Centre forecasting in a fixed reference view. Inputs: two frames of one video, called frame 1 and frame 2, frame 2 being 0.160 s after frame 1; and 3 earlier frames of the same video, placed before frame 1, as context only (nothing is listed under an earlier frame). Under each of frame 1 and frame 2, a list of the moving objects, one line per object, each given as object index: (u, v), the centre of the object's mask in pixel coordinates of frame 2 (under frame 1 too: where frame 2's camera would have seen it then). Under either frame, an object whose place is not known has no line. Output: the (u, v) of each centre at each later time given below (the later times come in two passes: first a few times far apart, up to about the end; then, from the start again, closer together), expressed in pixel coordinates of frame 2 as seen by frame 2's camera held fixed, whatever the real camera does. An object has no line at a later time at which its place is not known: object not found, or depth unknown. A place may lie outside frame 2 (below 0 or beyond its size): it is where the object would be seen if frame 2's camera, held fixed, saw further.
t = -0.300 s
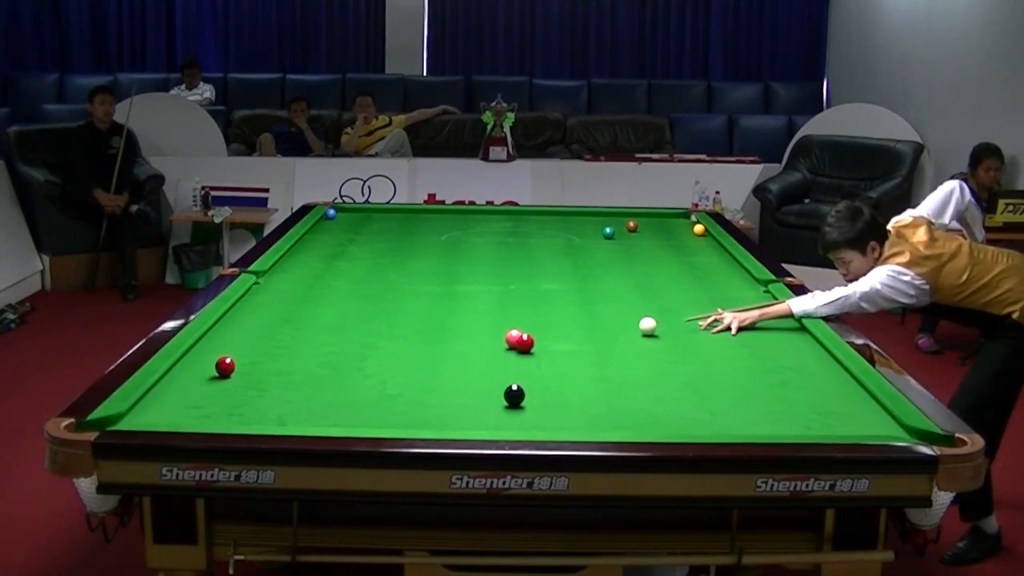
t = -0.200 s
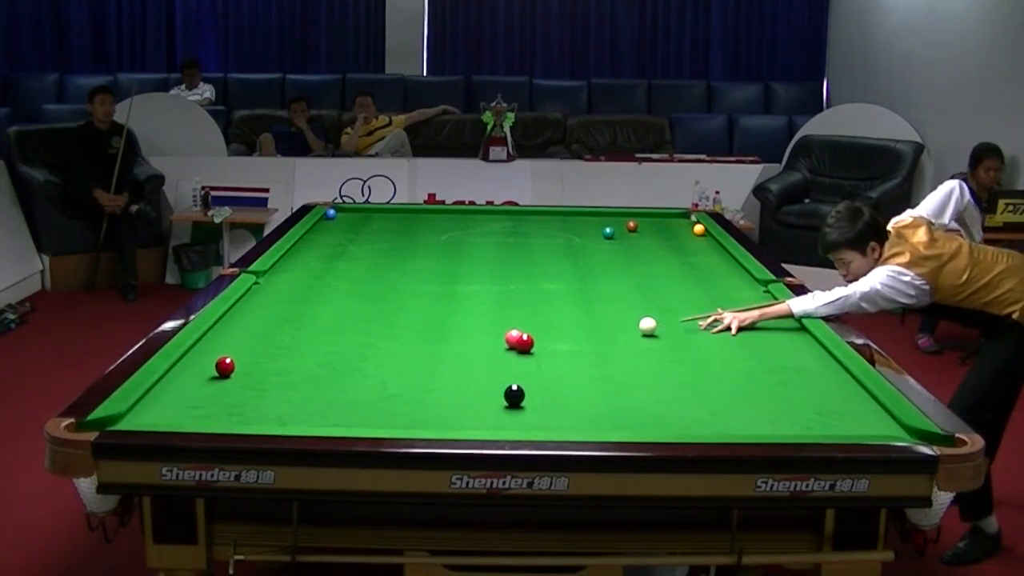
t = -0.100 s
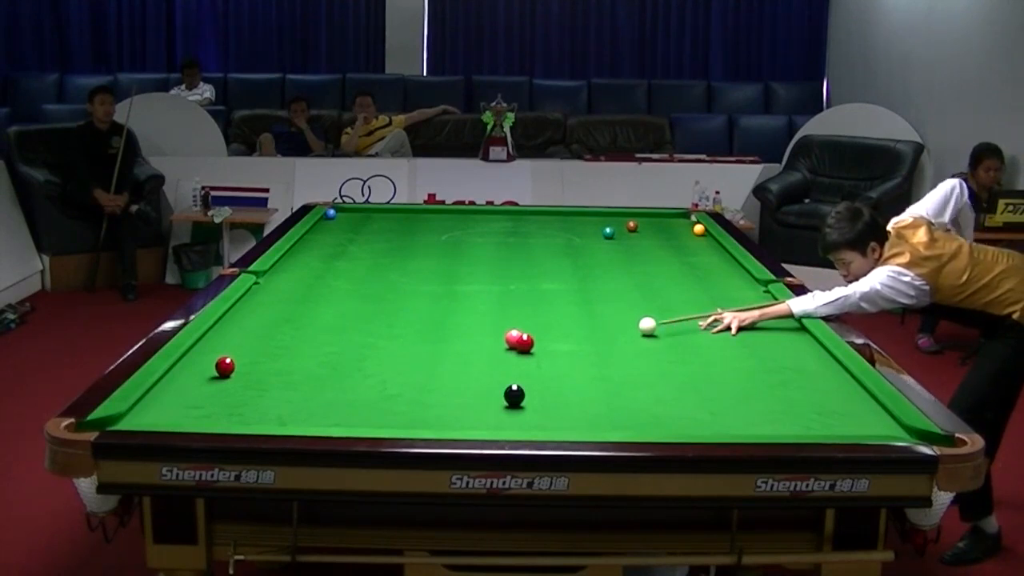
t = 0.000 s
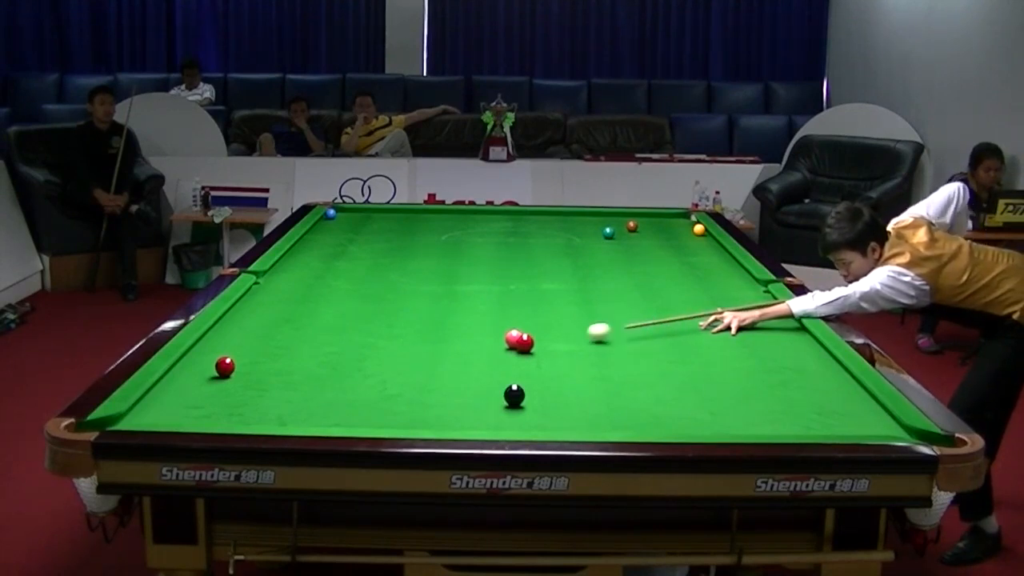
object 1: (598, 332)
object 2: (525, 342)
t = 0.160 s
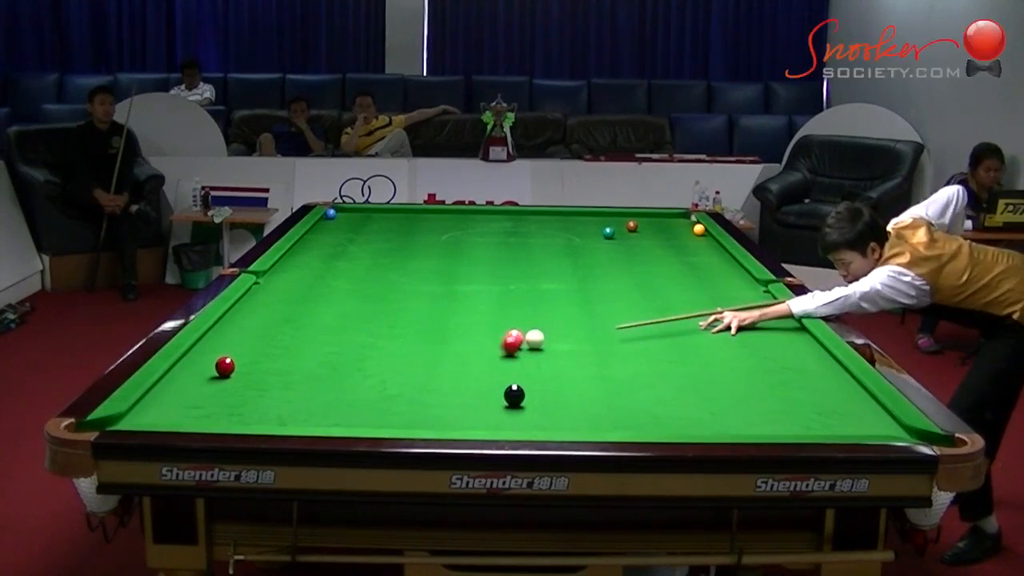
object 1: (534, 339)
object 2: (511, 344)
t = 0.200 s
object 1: (532, 338)
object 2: (495, 348)
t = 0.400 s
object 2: (433, 361)
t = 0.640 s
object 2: (362, 375)
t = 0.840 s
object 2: (300, 388)
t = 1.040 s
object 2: (235, 401)
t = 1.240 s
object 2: (168, 413)
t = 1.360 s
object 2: (126, 417)
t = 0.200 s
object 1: (532, 338)
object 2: (495, 348)
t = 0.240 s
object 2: (481, 351)
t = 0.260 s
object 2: (474, 353)
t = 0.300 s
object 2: (462, 355)
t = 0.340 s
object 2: (450, 358)
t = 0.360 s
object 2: (444, 359)
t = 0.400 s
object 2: (433, 361)
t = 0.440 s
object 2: (421, 363)
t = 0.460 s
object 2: (415, 365)
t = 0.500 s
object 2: (404, 367)
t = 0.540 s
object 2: (392, 369)
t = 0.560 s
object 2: (386, 370)
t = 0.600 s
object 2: (374, 373)
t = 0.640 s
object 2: (362, 375)
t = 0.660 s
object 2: (356, 376)
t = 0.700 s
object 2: (344, 379)
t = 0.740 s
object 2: (331, 382)
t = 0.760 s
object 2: (325, 382)
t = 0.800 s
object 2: (313, 385)
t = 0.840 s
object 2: (300, 388)
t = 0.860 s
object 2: (294, 389)
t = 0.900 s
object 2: (281, 392)
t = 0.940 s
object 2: (268, 394)
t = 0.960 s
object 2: (262, 395)
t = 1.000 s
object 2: (249, 398)
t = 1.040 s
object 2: (235, 401)
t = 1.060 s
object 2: (229, 402)
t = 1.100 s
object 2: (215, 405)
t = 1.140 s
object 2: (202, 407)
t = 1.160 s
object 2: (195, 409)
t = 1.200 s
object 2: (182, 411)
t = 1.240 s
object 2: (168, 413)
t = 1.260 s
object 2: (161, 414)
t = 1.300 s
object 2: (147, 415)
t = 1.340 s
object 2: (133, 417)
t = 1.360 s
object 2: (126, 417)
